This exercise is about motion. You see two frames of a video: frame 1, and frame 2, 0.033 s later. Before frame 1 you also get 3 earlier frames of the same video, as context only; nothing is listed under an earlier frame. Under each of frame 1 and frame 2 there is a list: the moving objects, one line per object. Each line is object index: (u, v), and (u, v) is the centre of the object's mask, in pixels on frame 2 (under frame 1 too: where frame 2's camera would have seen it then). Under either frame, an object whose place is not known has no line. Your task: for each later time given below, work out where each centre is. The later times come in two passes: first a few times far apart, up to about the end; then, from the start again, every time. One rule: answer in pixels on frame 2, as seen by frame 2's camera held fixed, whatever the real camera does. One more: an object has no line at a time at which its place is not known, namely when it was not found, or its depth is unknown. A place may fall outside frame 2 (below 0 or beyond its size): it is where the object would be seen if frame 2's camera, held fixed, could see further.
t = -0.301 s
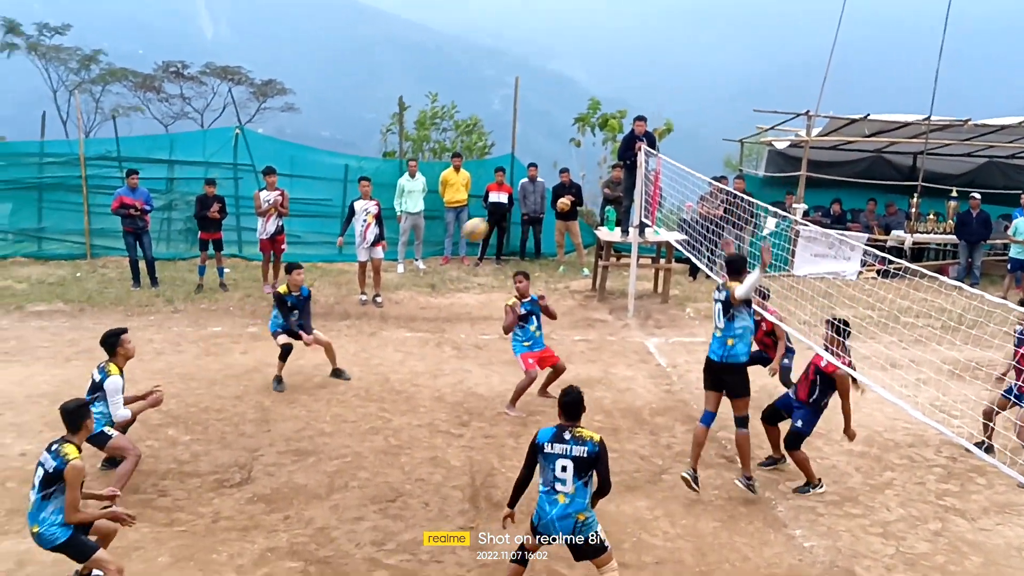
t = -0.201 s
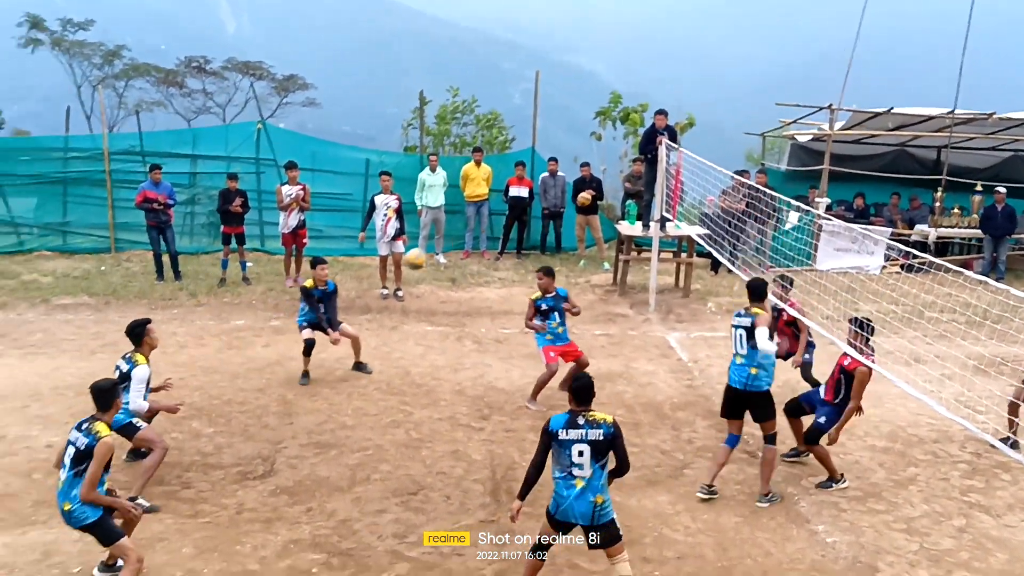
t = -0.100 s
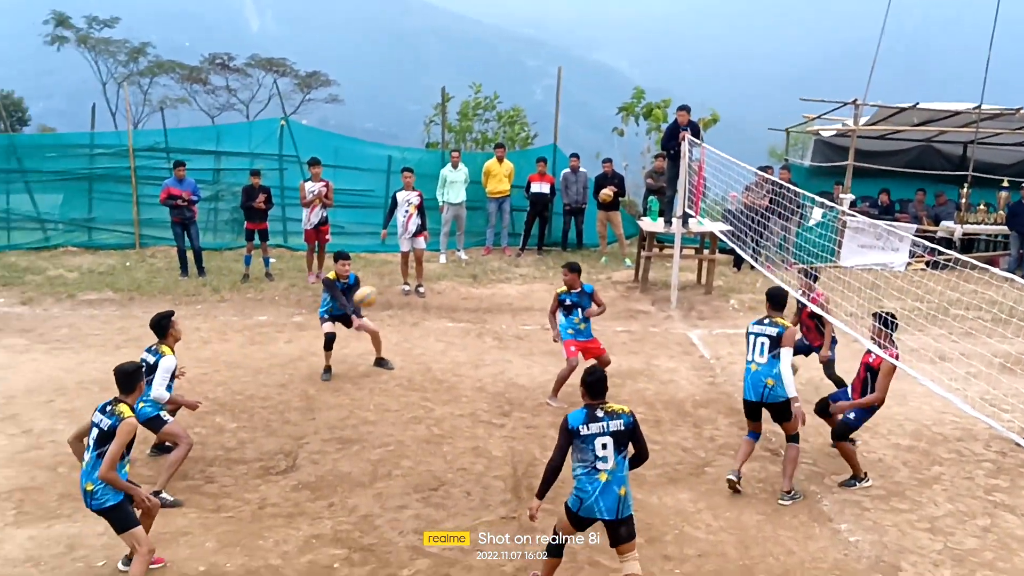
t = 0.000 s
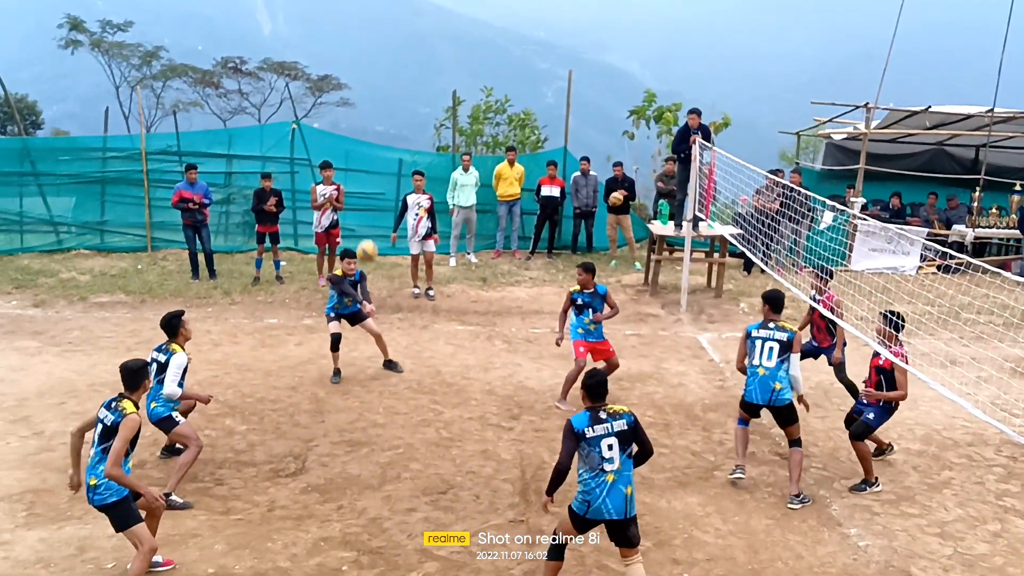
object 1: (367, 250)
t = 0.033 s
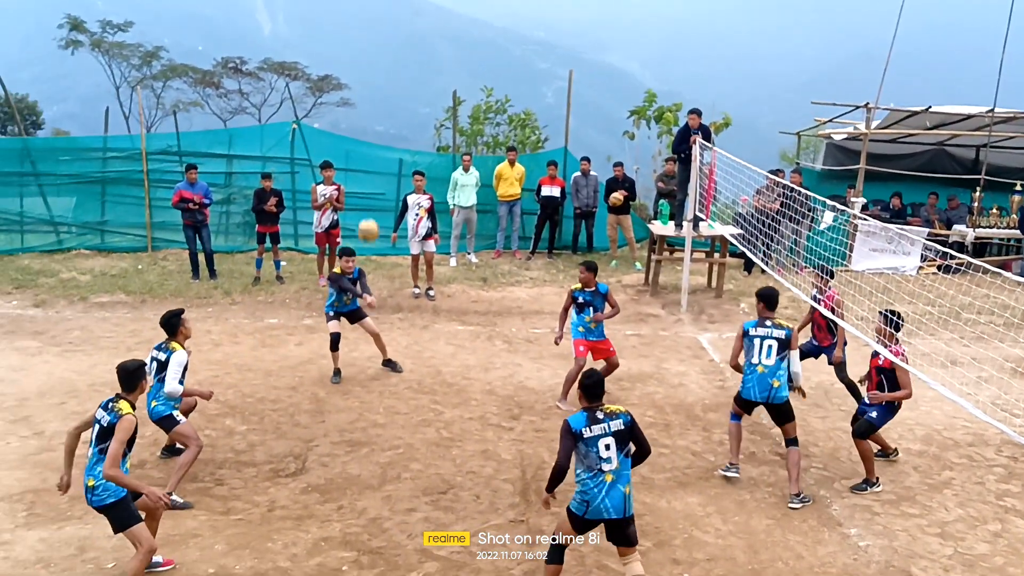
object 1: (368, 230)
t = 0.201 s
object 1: (372, 133)
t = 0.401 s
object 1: (377, 44)
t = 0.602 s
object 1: (383, -1)
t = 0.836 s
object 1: (392, -6)
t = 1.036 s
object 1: (401, 57)
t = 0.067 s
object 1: (370, 210)
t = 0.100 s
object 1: (371, 190)
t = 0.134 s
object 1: (371, 170)
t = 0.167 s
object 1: (371, 151)
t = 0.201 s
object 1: (372, 133)
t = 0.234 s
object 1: (373, 117)
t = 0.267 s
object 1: (374, 101)
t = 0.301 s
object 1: (375, 86)
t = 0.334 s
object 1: (376, 71)
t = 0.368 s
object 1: (377, 57)
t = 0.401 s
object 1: (377, 44)
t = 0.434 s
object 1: (378, 33)
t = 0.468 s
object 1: (379, 22)
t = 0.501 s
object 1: (380, 14)
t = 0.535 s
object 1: (381, 8)
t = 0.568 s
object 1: (382, 3)
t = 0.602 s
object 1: (383, -1)
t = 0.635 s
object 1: (384, -5)
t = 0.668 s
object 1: (385, -7)
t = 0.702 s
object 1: (387, -9)
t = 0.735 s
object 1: (388, -10)
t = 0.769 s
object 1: (390, -10)
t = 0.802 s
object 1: (390, -10)
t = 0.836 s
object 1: (392, -6)
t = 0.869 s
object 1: (393, 0)
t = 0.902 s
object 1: (395, 8)
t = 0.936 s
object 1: (396, 18)
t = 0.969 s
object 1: (399, 30)
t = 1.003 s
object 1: (400, 43)
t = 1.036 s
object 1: (401, 57)
